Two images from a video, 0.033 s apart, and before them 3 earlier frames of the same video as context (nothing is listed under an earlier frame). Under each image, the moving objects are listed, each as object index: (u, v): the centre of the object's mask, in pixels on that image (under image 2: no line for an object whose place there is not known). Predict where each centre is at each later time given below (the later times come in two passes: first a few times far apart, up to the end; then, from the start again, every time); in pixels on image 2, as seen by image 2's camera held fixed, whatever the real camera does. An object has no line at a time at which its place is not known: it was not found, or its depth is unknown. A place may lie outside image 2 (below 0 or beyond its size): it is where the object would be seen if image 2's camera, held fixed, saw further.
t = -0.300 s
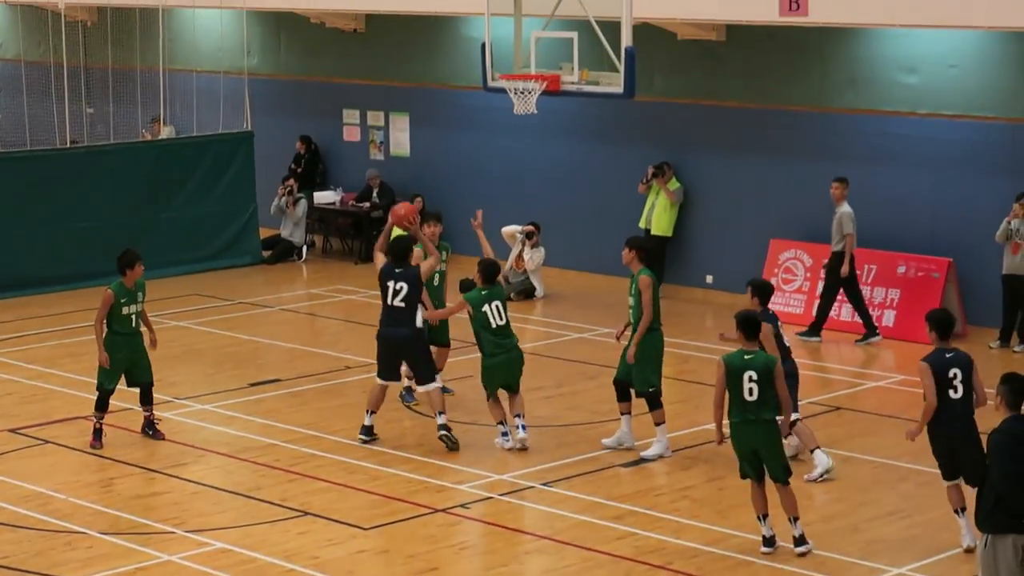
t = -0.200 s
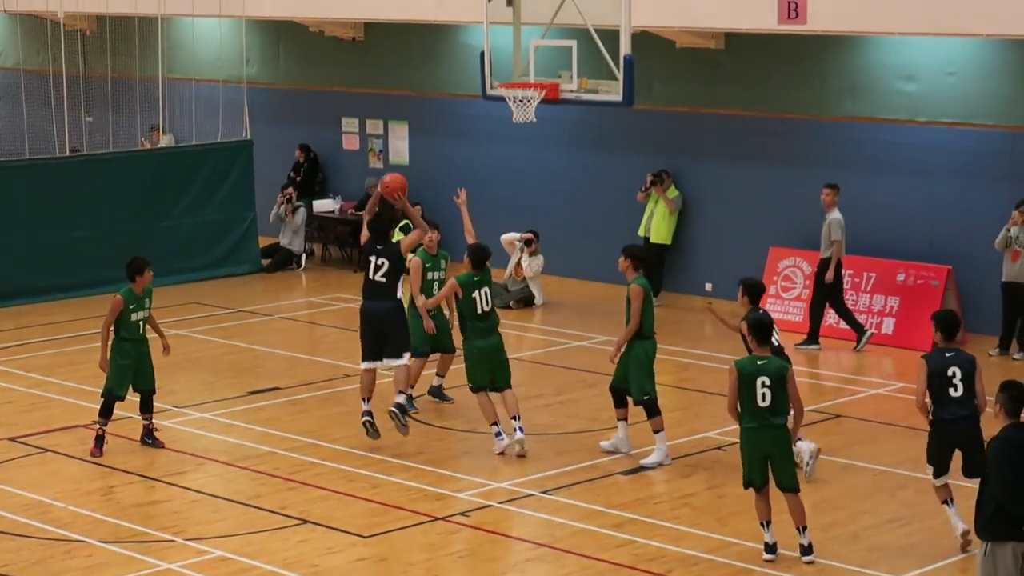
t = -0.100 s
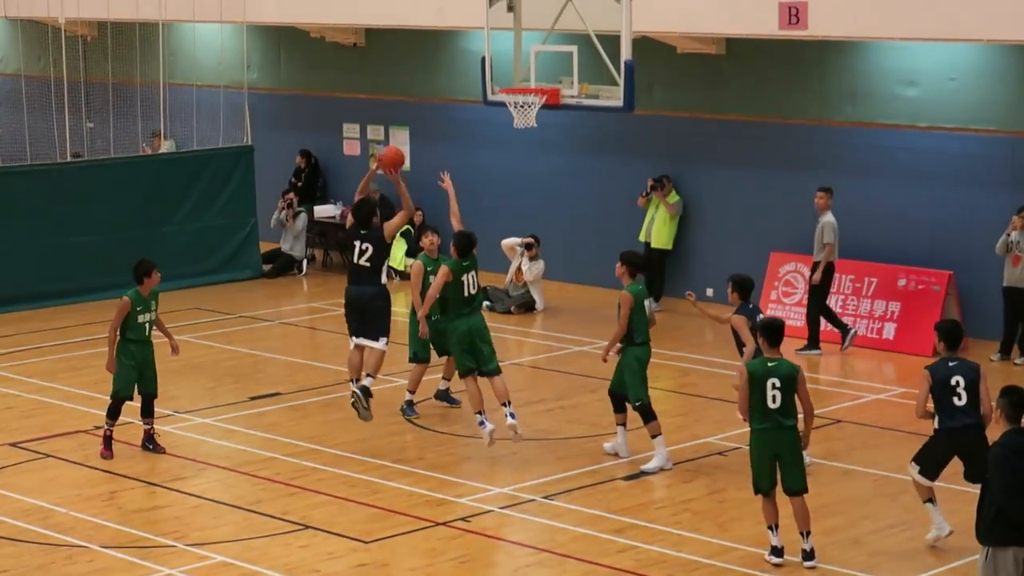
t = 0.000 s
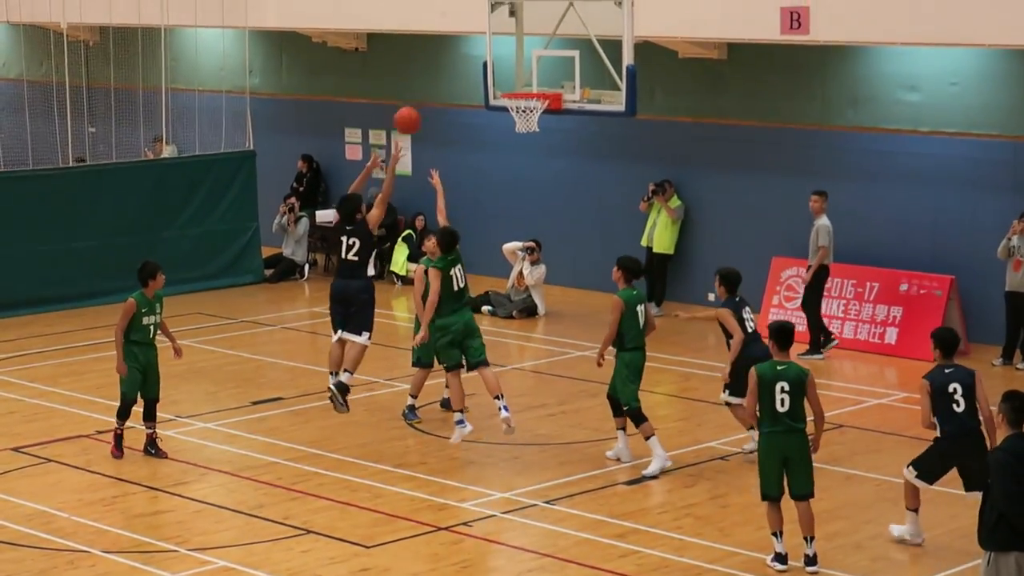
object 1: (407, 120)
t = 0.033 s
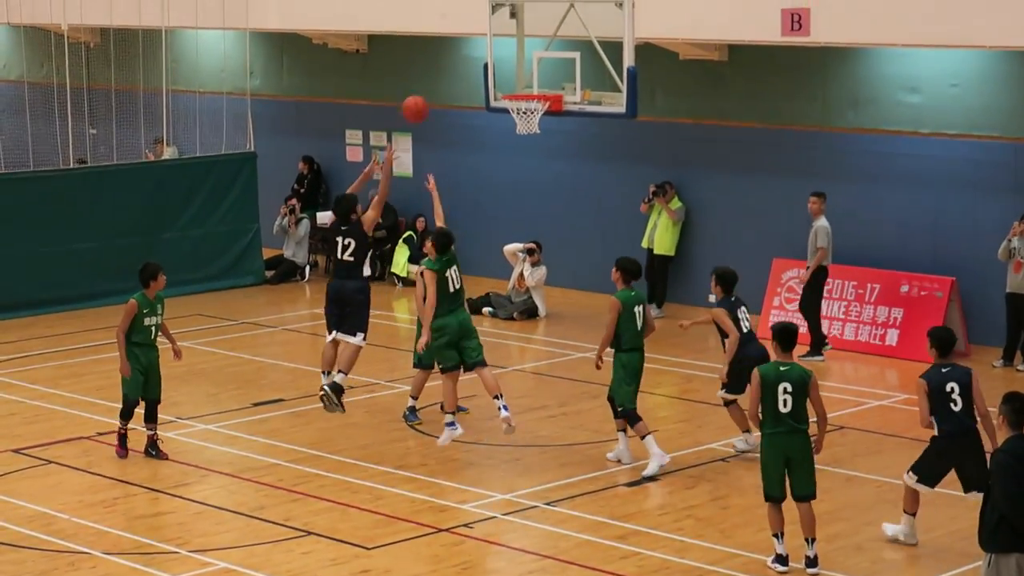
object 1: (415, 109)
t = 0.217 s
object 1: (455, 59)
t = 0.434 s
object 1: (500, 49)
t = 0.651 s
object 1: (537, 79)
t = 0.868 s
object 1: (507, 69)
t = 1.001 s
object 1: (488, 87)
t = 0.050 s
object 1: (418, 103)
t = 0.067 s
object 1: (422, 97)
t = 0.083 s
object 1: (426, 92)
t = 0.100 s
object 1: (429, 86)
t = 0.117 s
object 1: (433, 81)
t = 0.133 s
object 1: (437, 77)
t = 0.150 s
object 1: (440, 73)
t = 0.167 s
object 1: (444, 69)
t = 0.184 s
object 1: (448, 65)
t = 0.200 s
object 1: (451, 63)
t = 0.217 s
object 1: (455, 59)
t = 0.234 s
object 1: (458, 57)
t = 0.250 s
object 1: (462, 54)
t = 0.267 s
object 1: (465, 53)
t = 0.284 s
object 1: (468, 51)
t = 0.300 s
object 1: (472, 50)
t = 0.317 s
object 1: (475, 48)
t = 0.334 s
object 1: (479, 48)
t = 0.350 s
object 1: (482, 48)
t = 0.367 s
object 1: (486, 47)
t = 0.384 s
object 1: (489, 47)
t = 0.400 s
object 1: (493, 48)
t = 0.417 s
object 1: (496, 48)
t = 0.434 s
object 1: (500, 49)
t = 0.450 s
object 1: (503, 51)
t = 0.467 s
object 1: (507, 52)
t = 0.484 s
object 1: (510, 54)
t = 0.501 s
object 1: (513, 56)
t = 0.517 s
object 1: (517, 59)
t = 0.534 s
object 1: (520, 62)
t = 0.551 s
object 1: (523, 65)
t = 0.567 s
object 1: (527, 68)
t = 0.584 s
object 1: (530, 71)
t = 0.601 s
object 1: (533, 75)
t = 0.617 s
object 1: (537, 80)
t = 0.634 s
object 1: (539, 82)
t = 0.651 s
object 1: (537, 79)
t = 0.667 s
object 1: (535, 77)
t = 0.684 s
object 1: (533, 74)
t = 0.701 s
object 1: (530, 72)
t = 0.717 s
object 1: (528, 71)
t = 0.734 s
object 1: (525, 69)
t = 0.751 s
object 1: (523, 68)
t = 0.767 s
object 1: (521, 68)
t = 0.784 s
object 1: (519, 67)
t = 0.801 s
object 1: (516, 67)
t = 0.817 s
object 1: (514, 67)
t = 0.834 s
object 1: (512, 67)
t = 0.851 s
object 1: (509, 68)
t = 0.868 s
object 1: (507, 69)
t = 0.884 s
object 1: (505, 70)
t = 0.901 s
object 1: (502, 71)
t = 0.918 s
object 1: (500, 73)
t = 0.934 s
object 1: (497, 76)
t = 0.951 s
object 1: (495, 78)
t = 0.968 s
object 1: (493, 80)
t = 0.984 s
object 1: (491, 83)
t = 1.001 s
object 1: (488, 87)
